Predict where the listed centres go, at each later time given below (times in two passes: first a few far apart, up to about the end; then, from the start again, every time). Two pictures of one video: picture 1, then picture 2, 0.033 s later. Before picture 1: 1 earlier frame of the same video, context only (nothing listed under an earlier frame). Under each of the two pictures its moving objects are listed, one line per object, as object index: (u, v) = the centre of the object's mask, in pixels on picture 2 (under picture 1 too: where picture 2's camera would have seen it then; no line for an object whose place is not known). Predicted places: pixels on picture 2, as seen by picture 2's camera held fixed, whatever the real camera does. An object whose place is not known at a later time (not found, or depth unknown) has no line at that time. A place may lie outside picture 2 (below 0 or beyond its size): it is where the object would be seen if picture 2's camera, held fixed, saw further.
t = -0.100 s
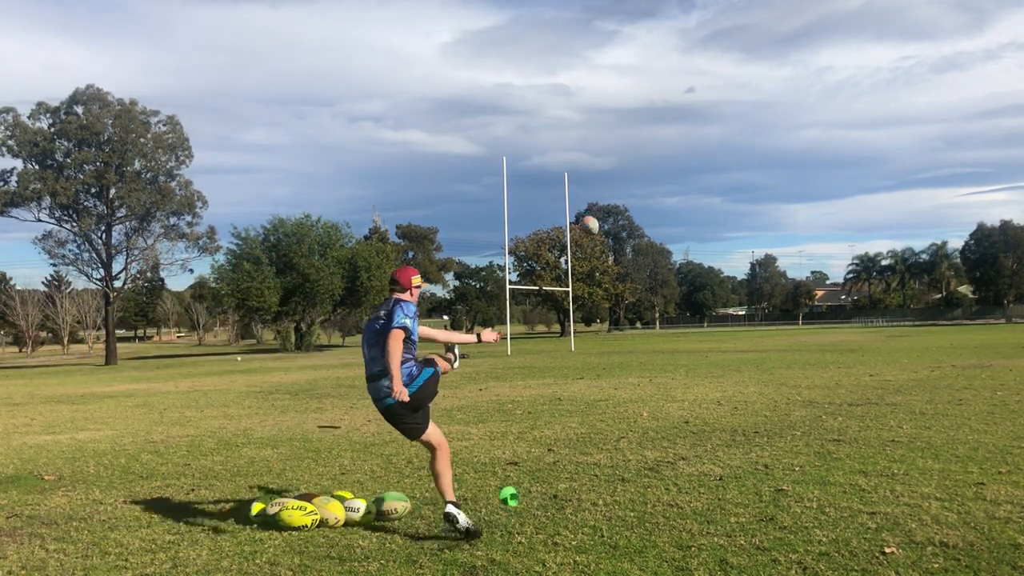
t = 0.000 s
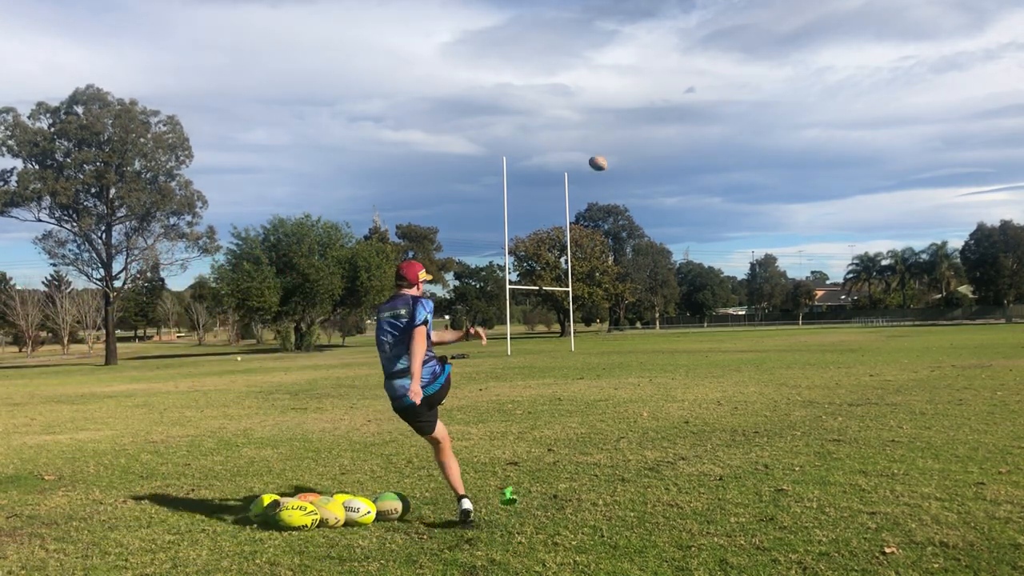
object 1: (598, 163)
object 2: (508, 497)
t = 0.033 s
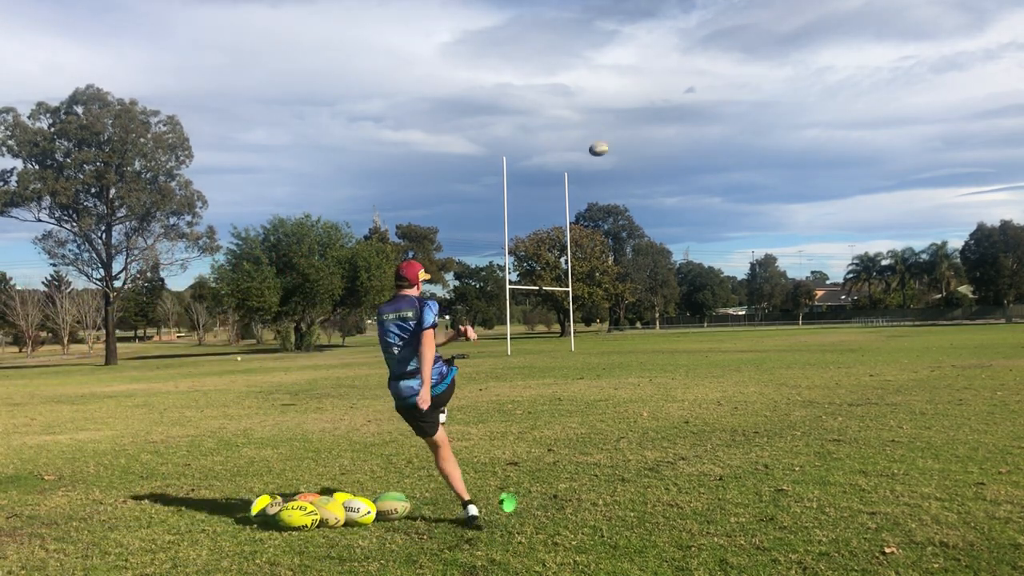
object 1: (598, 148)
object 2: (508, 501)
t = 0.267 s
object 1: (589, 96)
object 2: (495, 511)
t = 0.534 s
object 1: (567, 79)
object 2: (491, 509)
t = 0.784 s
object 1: (545, 82)
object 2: (485, 507)
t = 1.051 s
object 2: (481, 506)
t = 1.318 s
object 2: (476, 506)
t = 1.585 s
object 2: (476, 506)
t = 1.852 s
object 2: (476, 506)
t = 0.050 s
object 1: (599, 143)
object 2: (509, 503)
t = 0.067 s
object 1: (598, 137)
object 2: (508, 505)
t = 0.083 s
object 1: (598, 132)
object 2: (507, 509)
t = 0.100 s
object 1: (598, 127)
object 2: (505, 514)
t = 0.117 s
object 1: (597, 123)
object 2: (506, 516)
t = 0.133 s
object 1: (597, 119)
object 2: (505, 516)
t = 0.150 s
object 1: (596, 115)
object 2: (503, 517)
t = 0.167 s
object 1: (595, 111)
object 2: (502, 516)
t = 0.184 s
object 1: (594, 109)
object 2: (501, 516)
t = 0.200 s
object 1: (593, 106)
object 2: (499, 515)
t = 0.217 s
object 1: (592, 104)
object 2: (498, 513)
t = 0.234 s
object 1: (591, 101)
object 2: (496, 512)
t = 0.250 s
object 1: (590, 98)
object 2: (496, 511)
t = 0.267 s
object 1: (589, 96)
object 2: (495, 511)
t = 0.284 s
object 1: (588, 94)
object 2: (493, 510)
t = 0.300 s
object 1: (587, 92)
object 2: (491, 511)
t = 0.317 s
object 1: (586, 90)
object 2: (491, 511)
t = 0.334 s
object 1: (584, 89)
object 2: (491, 511)
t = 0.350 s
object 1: (583, 88)
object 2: (492, 511)
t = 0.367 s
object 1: (581, 87)
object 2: (492, 509)
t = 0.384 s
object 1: (580, 85)
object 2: (492, 507)
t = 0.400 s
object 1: (579, 84)
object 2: (492, 505)
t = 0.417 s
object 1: (578, 83)
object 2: (489, 507)
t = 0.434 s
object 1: (576, 82)
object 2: (489, 507)
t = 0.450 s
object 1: (574, 81)
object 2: (489, 507)
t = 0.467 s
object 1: (573, 81)
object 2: (489, 507)
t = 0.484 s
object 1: (572, 80)
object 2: (489, 508)
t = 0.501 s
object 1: (570, 80)
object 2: (489, 508)
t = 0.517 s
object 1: (569, 79)
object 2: (490, 509)
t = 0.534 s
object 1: (567, 79)
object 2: (491, 509)
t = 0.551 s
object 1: (565, 79)
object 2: (491, 508)
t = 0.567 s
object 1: (564, 79)
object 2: (490, 508)
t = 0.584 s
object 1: (563, 79)
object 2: (490, 508)
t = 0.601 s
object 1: (561, 79)
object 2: (490, 507)
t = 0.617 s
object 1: (559, 79)
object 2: (490, 507)
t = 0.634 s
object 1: (558, 79)
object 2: (489, 507)
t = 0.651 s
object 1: (557, 78)
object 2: (489, 507)
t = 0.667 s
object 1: (555, 79)
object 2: (488, 507)
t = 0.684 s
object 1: (554, 79)
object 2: (488, 507)
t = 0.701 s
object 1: (552, 80)
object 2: (487, 507)
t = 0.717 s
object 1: (551, 80)
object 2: (487, 507)
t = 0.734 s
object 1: (549, 81)
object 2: (486, 507)
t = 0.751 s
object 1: (548, 81)
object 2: (486, 507)
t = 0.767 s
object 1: (546, 81)
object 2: (485, 507)
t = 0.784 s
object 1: (545, 82)
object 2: (485, 507)
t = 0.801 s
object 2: (485, 507)
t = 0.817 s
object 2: (484, 507)
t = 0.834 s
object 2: (484, 507)
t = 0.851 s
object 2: (483, 506)
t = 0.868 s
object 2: (483, 506)
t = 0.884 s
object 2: (483, 506)
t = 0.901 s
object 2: (483, 506)
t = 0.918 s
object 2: (483, 506)
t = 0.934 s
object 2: (482, 506)
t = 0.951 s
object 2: (482, 506)
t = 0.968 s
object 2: (482, 506)
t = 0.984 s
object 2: (482, 506)
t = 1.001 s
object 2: (482, 506)
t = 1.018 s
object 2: (482, 506)
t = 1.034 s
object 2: (482, 506)
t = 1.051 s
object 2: (481, 506)
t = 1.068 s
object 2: (481, 506)
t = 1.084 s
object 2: (481, 506)
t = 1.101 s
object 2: (480, 506)
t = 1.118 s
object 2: (480, 506)
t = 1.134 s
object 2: (480, 506)
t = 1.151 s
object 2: (480, 506)
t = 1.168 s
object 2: (479, 506)
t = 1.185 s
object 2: (479, 506)
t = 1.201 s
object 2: (479, 506)
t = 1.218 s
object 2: (478, 506)
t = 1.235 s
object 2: (478, 506)
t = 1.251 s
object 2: (478, 506)
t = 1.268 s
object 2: (477, 506)
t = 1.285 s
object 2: (477, 506)
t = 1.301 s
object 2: (477, 506)
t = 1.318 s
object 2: (476, 506)
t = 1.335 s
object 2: (476, 506)
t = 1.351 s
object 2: (476, 506)
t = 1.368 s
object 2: (475, 506)
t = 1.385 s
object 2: (475, 506)
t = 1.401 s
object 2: (475, 506)
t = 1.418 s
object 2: (475, 506)
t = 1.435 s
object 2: (476, 506)
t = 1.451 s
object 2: (476, 506)
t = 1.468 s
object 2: (476, 506)
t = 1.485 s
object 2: (476, 506)
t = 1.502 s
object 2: (476, 506)
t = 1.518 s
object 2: (476, 506)
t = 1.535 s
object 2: (476, 506)
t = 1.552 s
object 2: (476, 506)
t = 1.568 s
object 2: (476, 506)
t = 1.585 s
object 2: (476, 506)
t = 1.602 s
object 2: (476, 506)
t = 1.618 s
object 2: (476, 506)
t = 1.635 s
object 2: (476, 506)
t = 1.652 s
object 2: (476, 506)
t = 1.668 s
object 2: (476, 507)
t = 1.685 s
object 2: (476, 506)
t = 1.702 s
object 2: (476, 506)
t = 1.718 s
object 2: (476, 506)
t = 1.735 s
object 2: (476, 506)
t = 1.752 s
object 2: (476, 506)
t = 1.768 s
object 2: (476, 506)
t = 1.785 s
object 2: (476, 506)
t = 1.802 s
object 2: (476, 506)
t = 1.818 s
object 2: (476, 506)
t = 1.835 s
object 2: (476, 506)
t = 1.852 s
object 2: (476, 506)
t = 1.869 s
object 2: (475, 507)
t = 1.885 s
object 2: (475, 507)
